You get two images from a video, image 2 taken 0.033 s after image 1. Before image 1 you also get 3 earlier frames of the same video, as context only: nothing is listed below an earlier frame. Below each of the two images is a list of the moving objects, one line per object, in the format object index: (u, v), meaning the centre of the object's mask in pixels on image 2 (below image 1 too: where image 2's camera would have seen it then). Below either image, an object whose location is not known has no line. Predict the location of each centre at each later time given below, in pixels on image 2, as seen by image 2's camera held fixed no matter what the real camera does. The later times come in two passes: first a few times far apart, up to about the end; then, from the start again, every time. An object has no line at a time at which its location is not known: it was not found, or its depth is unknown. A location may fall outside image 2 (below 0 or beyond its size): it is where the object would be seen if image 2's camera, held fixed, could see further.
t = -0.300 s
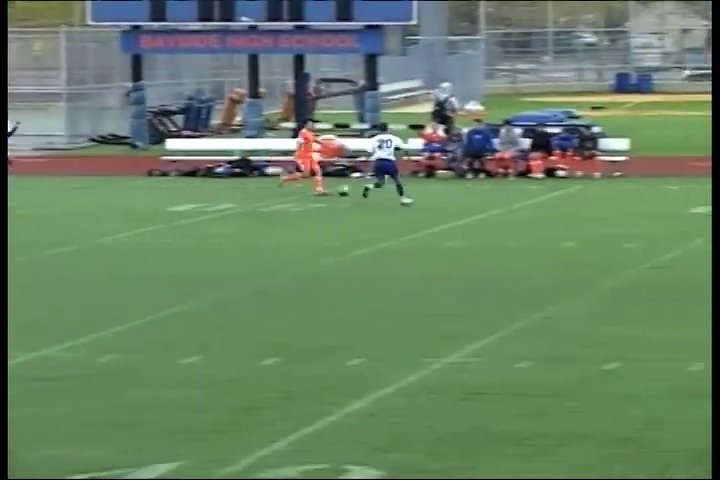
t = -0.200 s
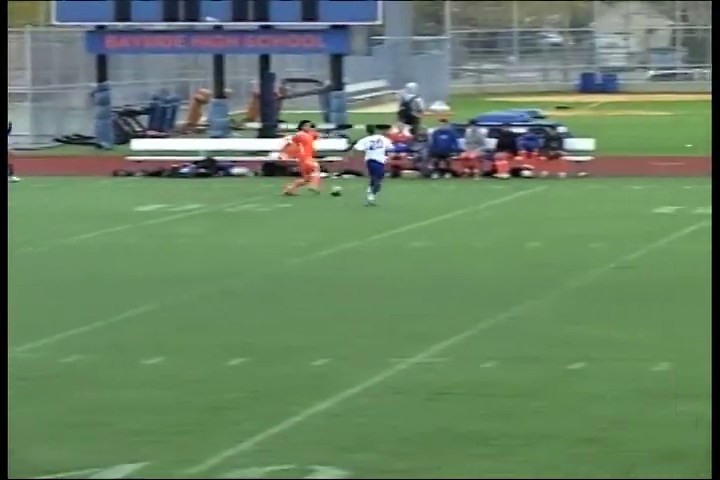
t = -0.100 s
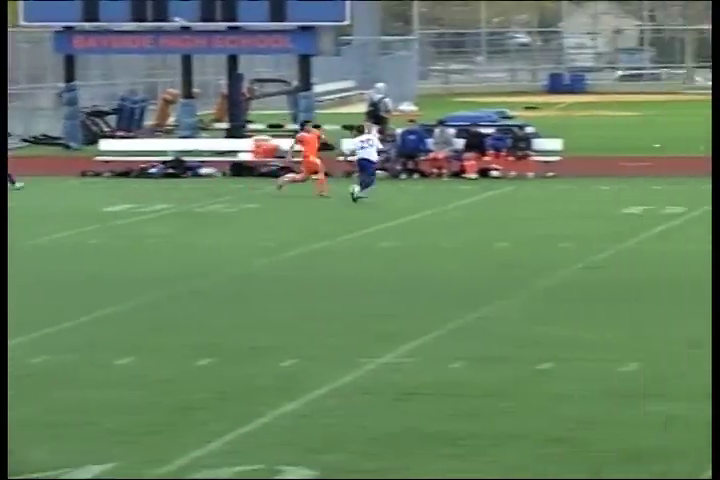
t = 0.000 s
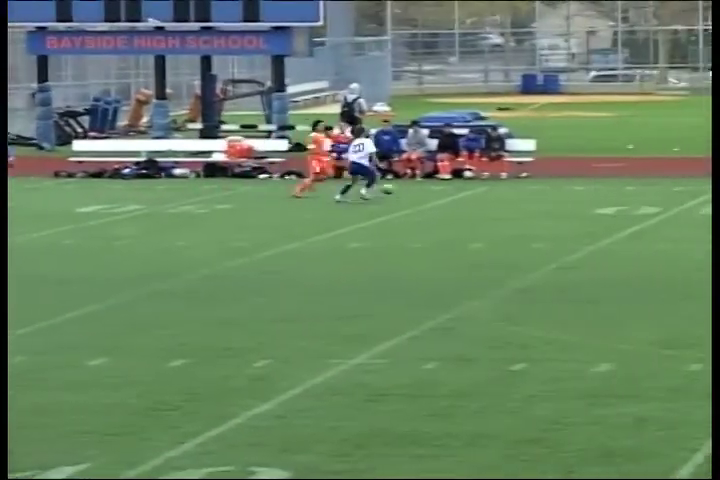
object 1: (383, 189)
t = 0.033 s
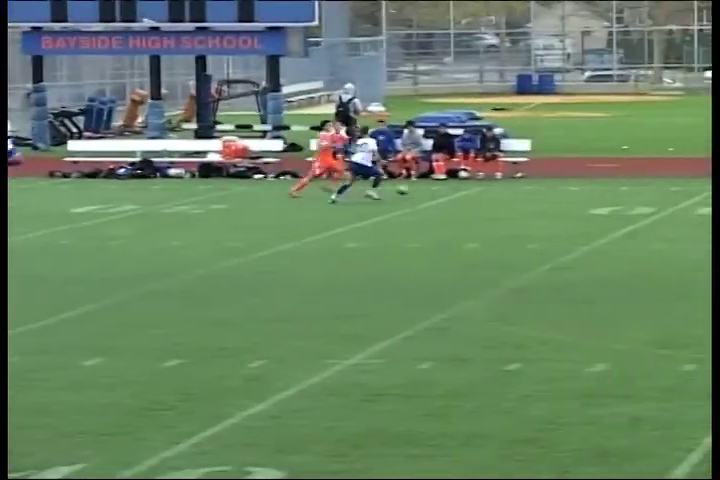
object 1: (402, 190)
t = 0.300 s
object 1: (548, 192)
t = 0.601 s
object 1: (684, 194)
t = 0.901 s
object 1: (800, 196)
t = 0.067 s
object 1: (423, 190)
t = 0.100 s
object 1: (443, 192)
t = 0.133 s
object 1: (462, 193)
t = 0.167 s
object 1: (479, 191)
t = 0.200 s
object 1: (496, 190)
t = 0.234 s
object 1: (513, 190)
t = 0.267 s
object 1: (531, 191)
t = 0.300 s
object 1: (548, 192)
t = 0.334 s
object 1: (565, 194)
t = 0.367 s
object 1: (580, 192)
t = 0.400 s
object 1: (595, 191)
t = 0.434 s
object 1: (612, 191)
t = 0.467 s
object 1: (626, 190)
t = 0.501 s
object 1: (641, 191)
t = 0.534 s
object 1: (655, 193)
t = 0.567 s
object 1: (670, 195)
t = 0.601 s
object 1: (684, 194)
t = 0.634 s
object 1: (696, 193)
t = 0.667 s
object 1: (709, 193)
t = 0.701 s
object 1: (722, 194)
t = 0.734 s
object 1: (735, 194)
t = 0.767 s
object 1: (748, 196)
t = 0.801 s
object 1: (761, 196)
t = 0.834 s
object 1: (774, 196)
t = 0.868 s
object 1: (787, 196)
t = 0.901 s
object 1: (800, 196)
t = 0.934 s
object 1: (814, 197)
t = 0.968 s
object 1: (827, 197)
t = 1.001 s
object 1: (840, 197)
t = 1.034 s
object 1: (854, 197)
